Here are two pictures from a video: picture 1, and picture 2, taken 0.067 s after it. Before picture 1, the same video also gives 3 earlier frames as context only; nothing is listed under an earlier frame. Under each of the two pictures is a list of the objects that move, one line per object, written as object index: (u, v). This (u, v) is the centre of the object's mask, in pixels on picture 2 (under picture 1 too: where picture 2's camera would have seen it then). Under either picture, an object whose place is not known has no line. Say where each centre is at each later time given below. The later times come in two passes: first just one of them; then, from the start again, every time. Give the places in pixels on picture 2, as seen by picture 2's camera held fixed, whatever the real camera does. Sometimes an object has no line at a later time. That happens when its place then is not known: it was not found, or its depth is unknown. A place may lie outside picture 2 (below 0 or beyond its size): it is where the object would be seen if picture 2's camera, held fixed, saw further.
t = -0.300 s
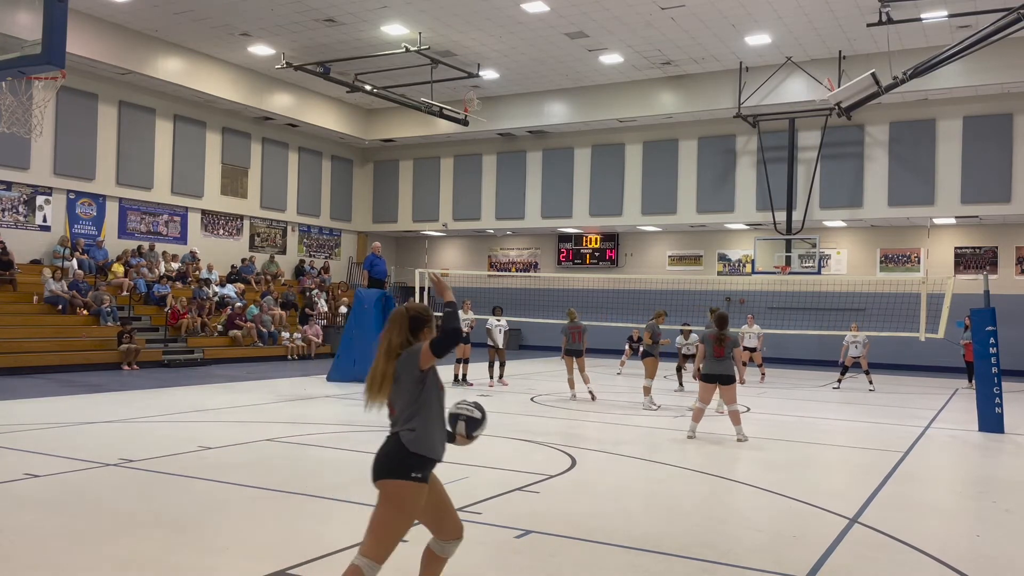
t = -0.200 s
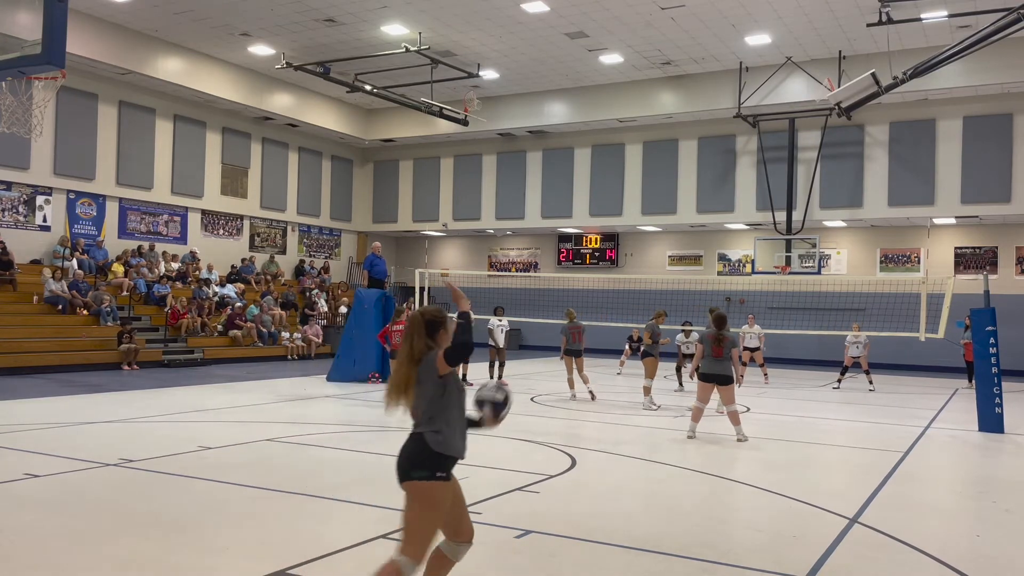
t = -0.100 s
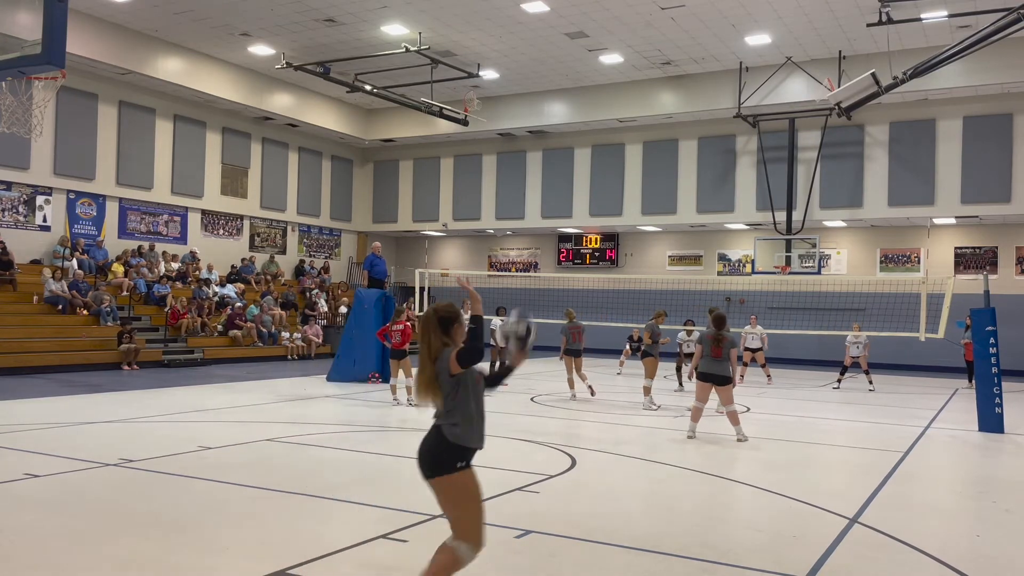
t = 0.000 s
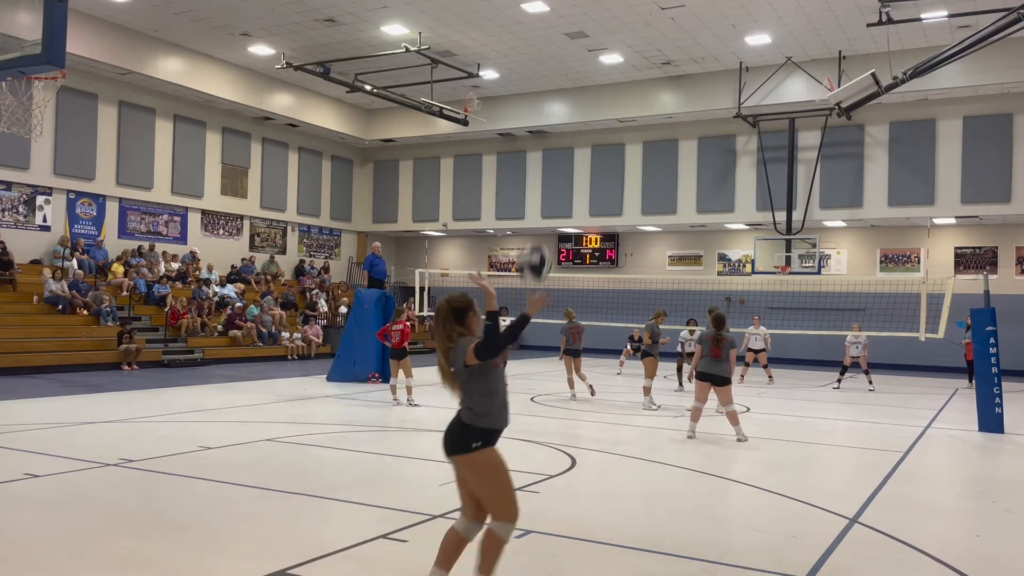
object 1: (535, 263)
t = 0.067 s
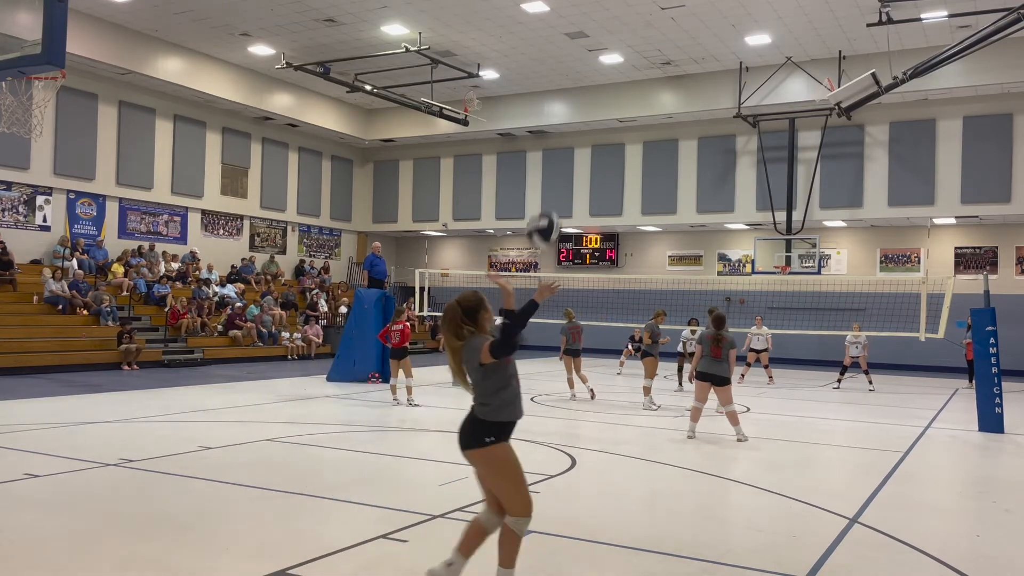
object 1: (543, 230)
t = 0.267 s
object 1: (570, 174)
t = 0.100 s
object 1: (548, 215)
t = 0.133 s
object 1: (553, 202)
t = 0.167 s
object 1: (557, 193)
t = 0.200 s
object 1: (562, 185)
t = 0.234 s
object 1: (566, 179)
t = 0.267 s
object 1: (570, 174)
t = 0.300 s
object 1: (574, 171)
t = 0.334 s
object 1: (578, 171)
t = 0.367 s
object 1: (582, 172)
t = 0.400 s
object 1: (586, 174)
